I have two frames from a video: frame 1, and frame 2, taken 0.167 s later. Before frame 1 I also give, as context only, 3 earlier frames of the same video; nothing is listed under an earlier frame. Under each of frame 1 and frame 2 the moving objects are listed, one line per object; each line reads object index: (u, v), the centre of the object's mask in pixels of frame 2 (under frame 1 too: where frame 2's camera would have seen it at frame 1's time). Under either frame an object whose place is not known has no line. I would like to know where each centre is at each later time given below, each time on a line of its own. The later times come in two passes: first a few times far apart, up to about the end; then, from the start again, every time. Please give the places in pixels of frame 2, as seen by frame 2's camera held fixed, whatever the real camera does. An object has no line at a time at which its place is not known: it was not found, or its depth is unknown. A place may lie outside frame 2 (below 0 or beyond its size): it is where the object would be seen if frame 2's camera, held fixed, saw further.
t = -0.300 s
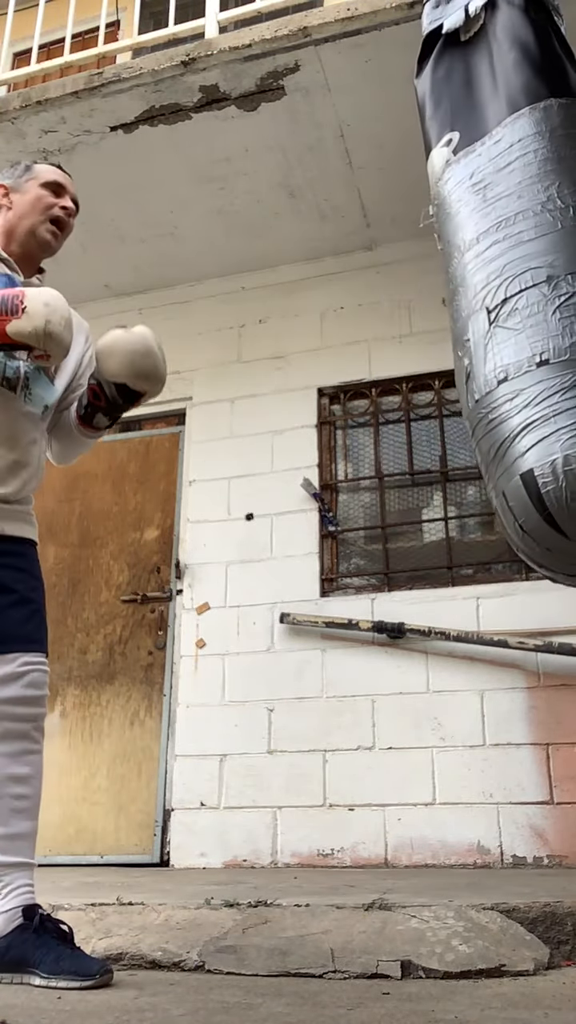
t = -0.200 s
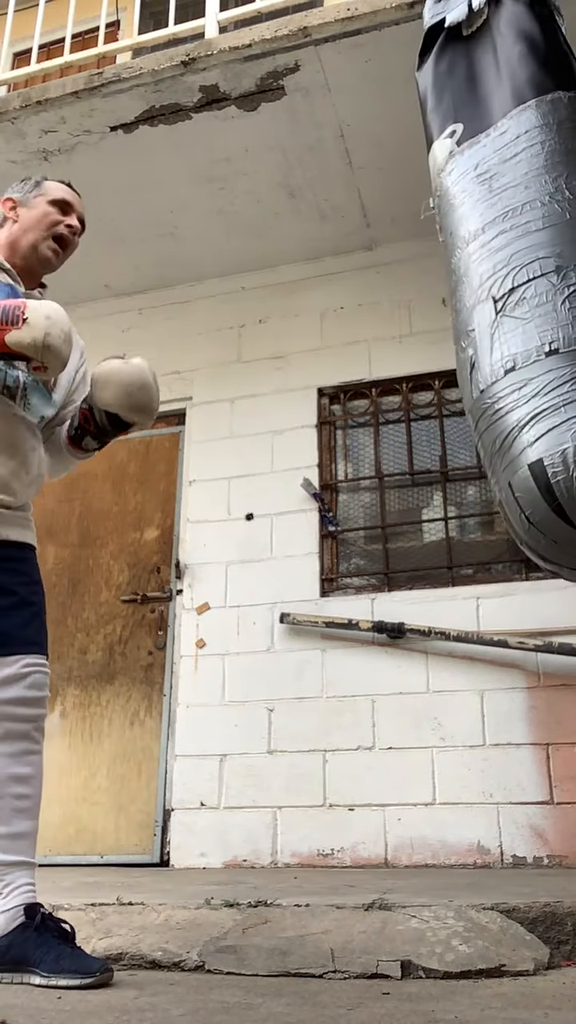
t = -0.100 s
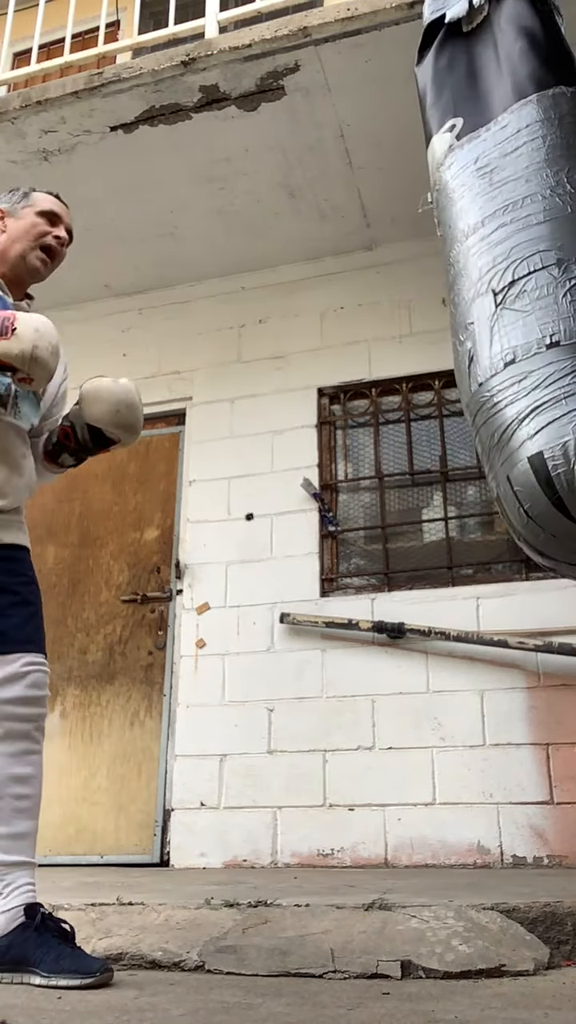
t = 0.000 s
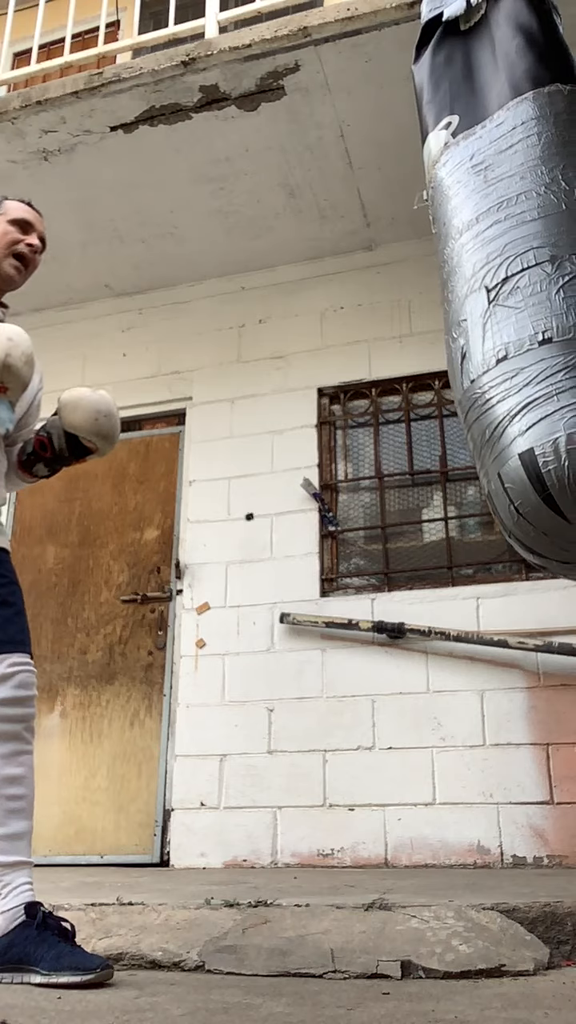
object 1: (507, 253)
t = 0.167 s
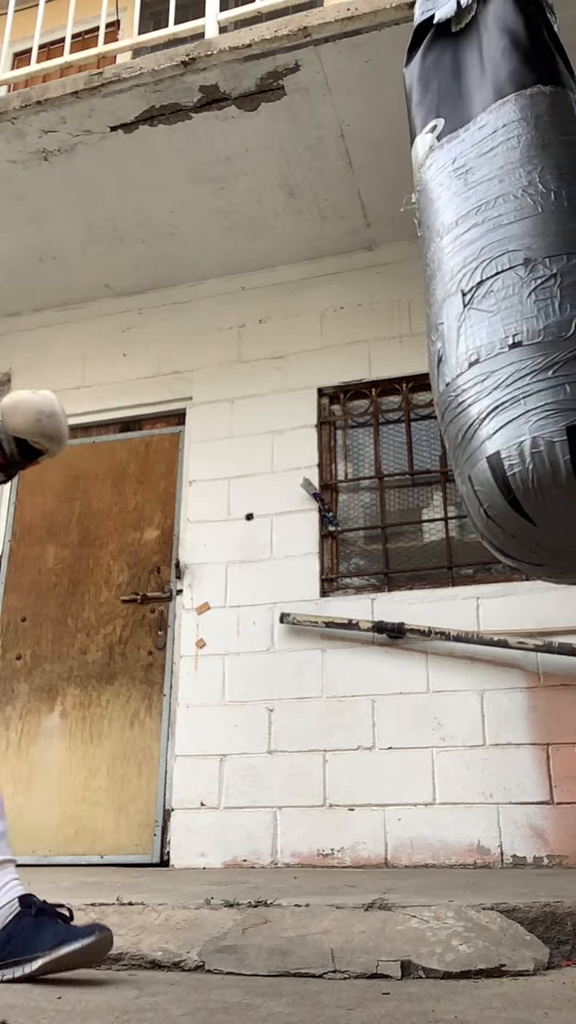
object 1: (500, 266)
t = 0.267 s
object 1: (495, 275)
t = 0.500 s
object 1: (479, 297)
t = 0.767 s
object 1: (465, 313)
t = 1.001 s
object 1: (462, 320)
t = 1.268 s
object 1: (477, 320)
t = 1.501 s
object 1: (493, 303)
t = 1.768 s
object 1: (507, 278)
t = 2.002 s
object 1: (512, 260)
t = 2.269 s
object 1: (508, 260)
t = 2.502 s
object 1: (497, 276)
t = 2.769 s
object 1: (481, 298)
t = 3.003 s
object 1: (469, 311)
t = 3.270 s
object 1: (465, 315)
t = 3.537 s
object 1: (478, 310)
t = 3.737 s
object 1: (490, 298)
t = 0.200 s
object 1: (498, 269)
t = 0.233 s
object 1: (496, 272)
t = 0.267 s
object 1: (495, 275)
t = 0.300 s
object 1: (493, 279)
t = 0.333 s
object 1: (491, 282)
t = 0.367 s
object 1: (488, 285)
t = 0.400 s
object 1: (486, 288)
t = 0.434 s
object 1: (484, 292)
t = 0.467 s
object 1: (482, 294)
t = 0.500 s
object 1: (479, 297)
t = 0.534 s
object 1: (478, 299)
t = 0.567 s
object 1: (476, 302)
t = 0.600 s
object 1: (474, 304)
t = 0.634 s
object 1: (472, 307)
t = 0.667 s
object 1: (471, 308)
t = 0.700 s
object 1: (468, 310)
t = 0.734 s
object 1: (467, 312)
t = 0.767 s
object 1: (465, 313)
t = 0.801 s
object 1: (463, 314)
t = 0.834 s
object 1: (462, 315)
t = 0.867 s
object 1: (461, 316)
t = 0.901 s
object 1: (461, 317)
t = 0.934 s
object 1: (461, 318)
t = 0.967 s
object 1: (461, 319)
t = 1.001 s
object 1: (462, 320)
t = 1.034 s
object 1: (463, 320)
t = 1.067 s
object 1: (464, 321)
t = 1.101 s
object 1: (466, 321)
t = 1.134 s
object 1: (468, 322)
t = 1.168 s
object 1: (470, 322)
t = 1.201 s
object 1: (472, 322)
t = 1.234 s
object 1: (475, 321)
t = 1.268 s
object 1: (477, 320)
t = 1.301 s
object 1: (479, 318)
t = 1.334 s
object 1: (482, 316)
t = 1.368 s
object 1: (484, 314)
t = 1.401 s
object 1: (487, 311)
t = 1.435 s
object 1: (488, 309)
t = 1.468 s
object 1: (491, 306)
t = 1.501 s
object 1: (493, 303)
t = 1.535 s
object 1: (495, 300)
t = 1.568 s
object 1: (497, 298)
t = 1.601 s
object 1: (499, 294)
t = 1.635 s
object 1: (501, 291)
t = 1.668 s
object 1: (502, 288)
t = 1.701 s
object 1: (504, 285)
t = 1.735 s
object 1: (505, 282)
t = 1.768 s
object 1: (507, 278)
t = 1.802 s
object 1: (508, 275)
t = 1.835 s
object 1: (509, 272)
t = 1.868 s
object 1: (509, 269)
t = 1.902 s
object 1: (510, 267)
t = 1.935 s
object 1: (511, 264)
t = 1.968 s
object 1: (511, 262)
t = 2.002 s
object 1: (512, 260)
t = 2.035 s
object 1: (511, 259)
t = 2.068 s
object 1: (511, 258)
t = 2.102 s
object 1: (511, 257)
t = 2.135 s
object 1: (511, 257)
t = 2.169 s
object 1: (510, 257)
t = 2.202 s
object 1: (509, 257)
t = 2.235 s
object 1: (509, 258)
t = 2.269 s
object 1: (508, 260)
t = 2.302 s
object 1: (506, 262)
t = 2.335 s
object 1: (505, 263)
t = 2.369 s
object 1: (504, 266)
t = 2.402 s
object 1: (502, 268)
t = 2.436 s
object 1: (501, 271)
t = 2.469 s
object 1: (499, 274)
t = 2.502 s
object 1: (497, 276)
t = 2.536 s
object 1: (495, 279)
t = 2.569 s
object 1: (493, 282)
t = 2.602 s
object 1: (492, 285)
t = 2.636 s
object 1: (490, 287)
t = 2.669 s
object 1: (488, 290)
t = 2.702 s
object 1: (486, 293)
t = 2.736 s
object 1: (484, 295)
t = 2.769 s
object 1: (481, 298)
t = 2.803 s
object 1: (480, 301)
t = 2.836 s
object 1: (477, 303)
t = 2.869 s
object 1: (476, 305)
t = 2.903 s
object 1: (474, 306)
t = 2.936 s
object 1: (472, 308)
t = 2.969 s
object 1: (470, 310)
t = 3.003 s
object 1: (469, 311)
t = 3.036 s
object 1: (468, 312)
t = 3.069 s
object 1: (466, 313)
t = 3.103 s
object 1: (465, 313)
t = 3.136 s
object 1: (464, 314)
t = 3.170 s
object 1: (464, 314)
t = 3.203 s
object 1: (464, 315)
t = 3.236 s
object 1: (465, 315)
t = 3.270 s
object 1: (465, 315)
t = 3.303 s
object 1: (466, 315)
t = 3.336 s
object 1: (468, 315)
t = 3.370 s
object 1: (469, 314)
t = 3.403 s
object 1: (470, 314)
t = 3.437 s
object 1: (473, 314)
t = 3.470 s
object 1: (475, 313)
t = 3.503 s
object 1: (476, 312)
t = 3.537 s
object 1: (478, 310)
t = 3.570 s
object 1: (480, 308)
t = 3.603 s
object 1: (482, 306)
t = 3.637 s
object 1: (484, 304)
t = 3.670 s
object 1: (486, 302)
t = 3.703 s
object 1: (488, 300)
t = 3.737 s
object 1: (490, 298)
